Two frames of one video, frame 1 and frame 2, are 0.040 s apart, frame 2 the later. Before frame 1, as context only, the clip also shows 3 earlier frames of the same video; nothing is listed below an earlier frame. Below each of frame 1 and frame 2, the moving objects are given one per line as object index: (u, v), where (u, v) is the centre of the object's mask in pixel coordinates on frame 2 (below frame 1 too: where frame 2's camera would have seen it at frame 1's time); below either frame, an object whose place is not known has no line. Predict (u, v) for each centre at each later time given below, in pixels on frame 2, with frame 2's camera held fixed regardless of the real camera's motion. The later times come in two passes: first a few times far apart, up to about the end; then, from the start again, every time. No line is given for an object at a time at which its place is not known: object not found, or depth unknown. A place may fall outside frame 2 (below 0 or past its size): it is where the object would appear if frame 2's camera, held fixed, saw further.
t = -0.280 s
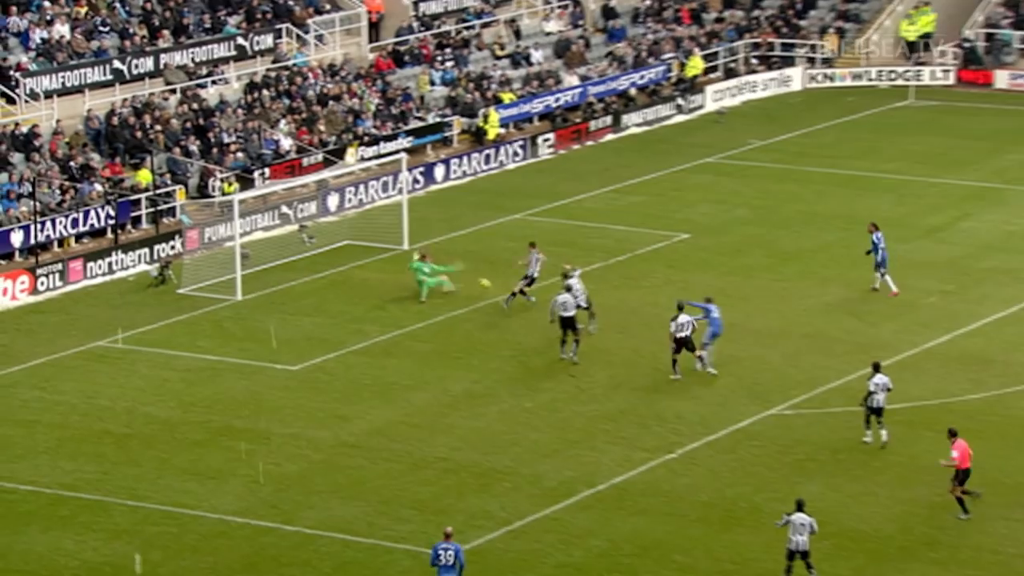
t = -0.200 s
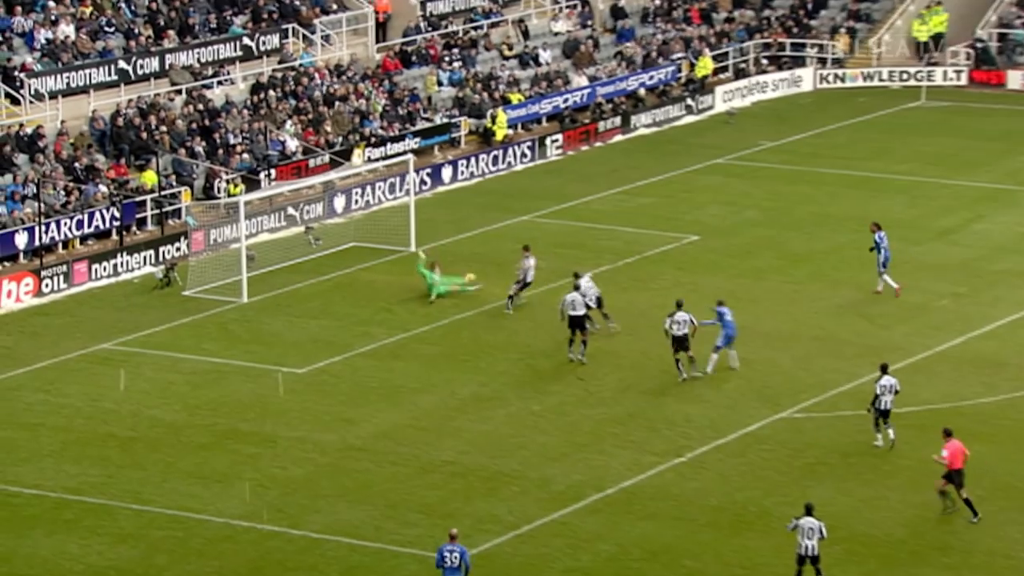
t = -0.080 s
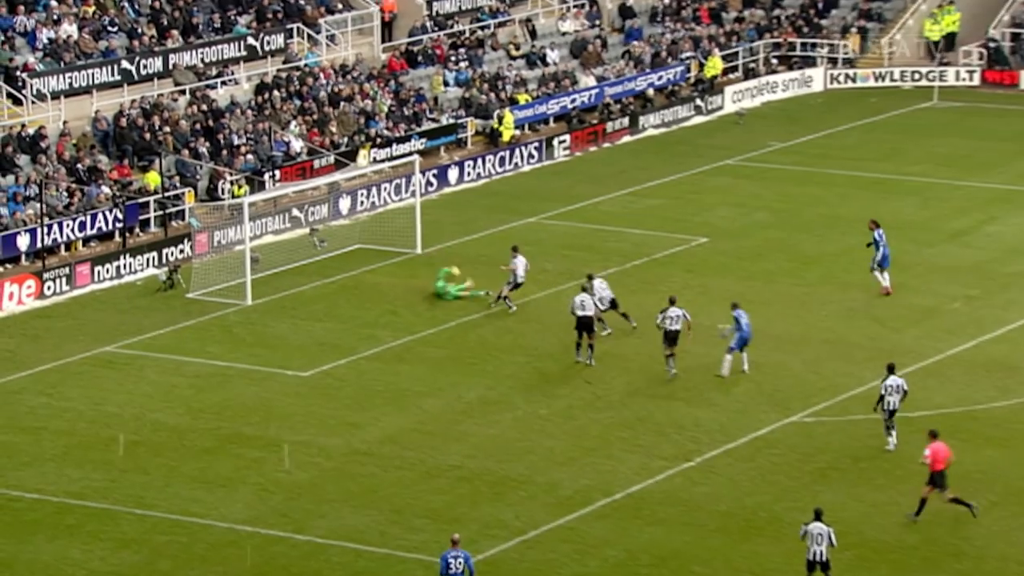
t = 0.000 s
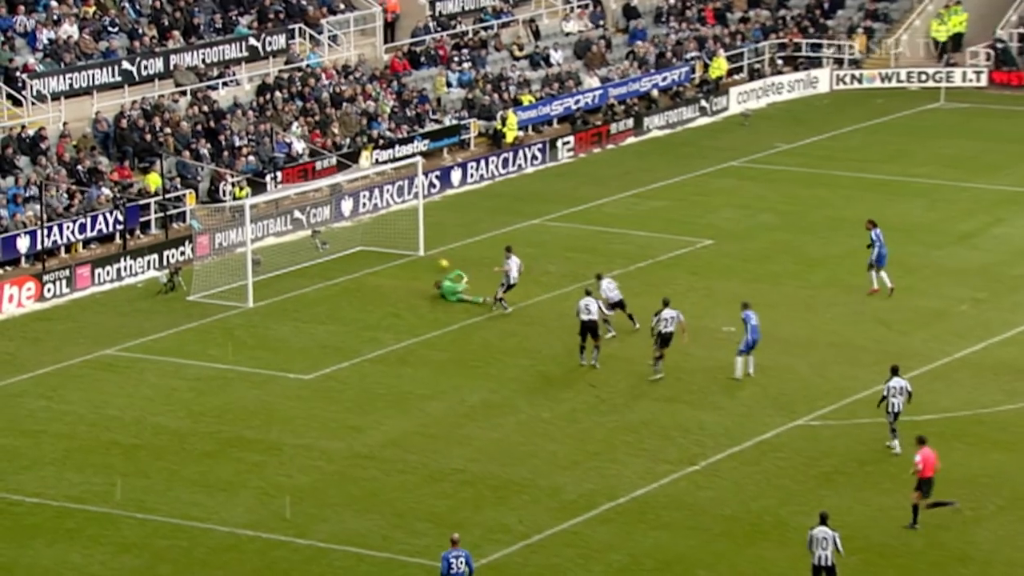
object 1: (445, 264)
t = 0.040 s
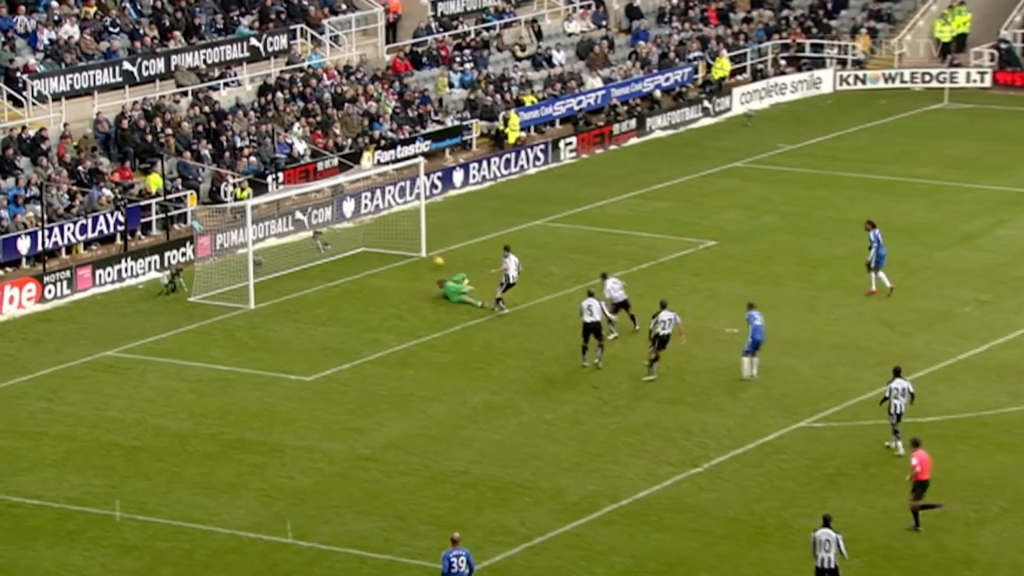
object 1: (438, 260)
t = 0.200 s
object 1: (409, 252)
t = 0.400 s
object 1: (366, 227)
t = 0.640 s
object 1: (332, 232)
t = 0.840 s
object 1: (318, 252)
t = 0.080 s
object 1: (431, 258)
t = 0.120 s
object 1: (424, 257)
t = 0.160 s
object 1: (416, 254)
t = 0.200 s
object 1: (409, 252)
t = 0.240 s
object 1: (402, 246)
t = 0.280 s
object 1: (393, 240)
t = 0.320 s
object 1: (384, 234)
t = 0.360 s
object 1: (375, 229)
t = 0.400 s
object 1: (366, 227)
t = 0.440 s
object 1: (358, 226)
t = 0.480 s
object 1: (351, 226)
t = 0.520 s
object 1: (345, 227)
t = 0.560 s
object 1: (341, 228)
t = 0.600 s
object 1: (335, 231)
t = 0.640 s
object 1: (332, 232)
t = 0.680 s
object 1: (330, 235)
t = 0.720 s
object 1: (326, 238)
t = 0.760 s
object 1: (323, 242)
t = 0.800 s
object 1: (321, 248)
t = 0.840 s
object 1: (318, 252)
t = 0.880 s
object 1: (317, 258)
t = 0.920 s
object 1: (314, 263)
